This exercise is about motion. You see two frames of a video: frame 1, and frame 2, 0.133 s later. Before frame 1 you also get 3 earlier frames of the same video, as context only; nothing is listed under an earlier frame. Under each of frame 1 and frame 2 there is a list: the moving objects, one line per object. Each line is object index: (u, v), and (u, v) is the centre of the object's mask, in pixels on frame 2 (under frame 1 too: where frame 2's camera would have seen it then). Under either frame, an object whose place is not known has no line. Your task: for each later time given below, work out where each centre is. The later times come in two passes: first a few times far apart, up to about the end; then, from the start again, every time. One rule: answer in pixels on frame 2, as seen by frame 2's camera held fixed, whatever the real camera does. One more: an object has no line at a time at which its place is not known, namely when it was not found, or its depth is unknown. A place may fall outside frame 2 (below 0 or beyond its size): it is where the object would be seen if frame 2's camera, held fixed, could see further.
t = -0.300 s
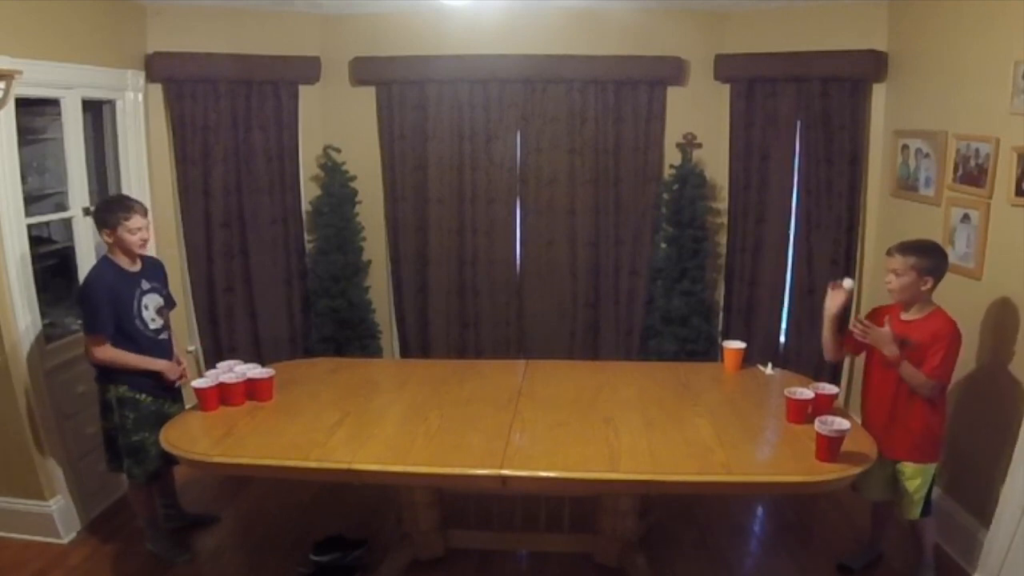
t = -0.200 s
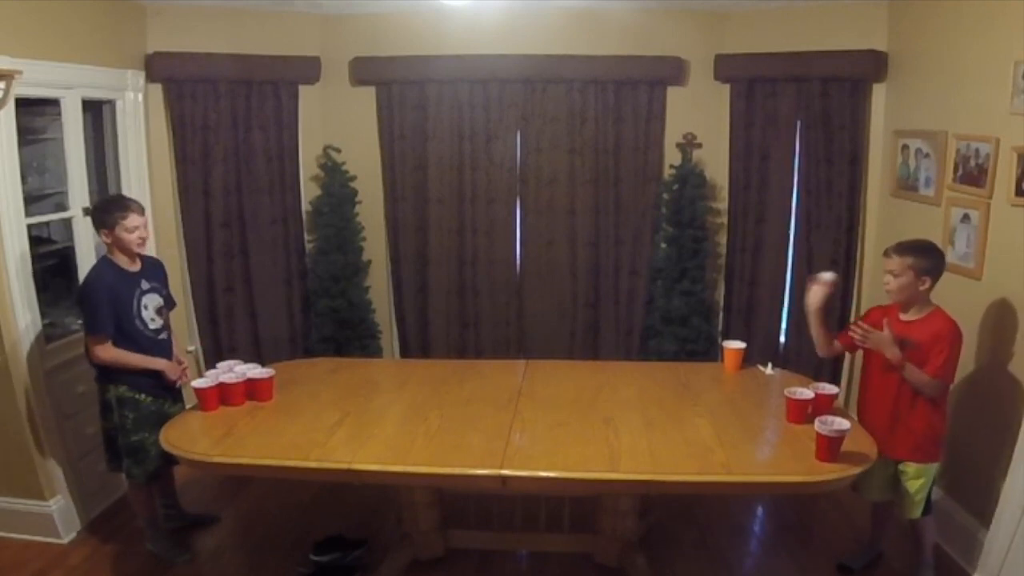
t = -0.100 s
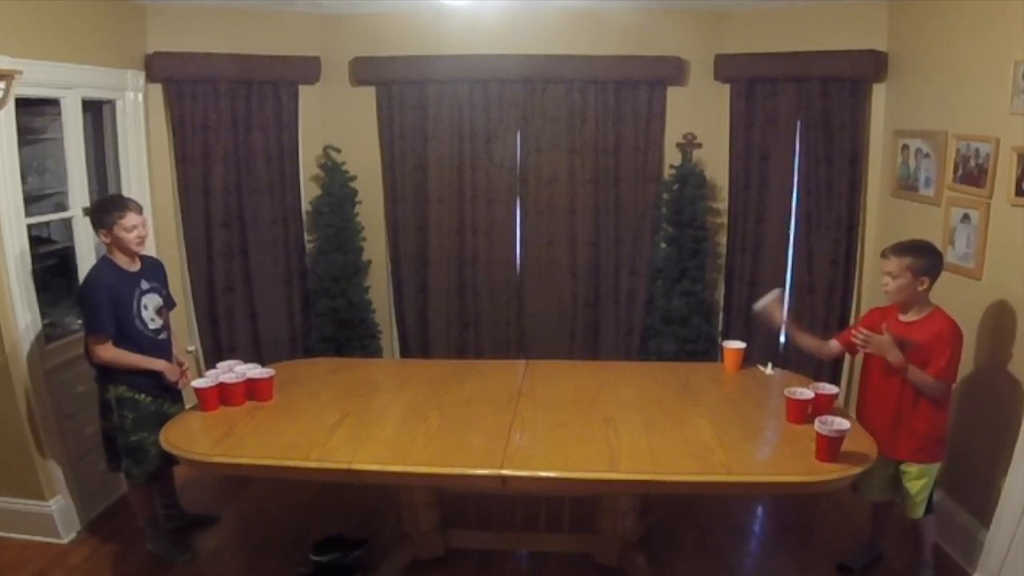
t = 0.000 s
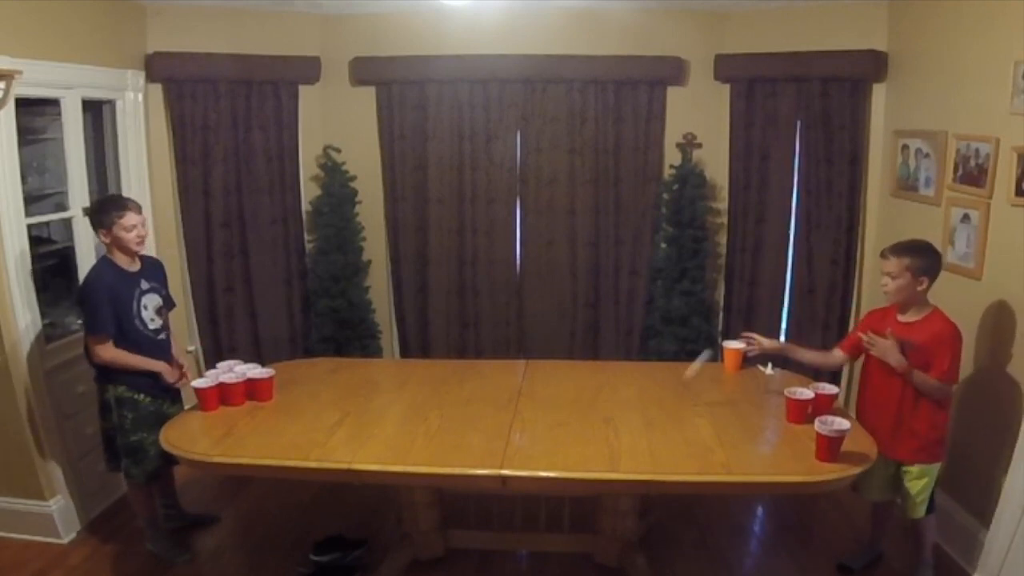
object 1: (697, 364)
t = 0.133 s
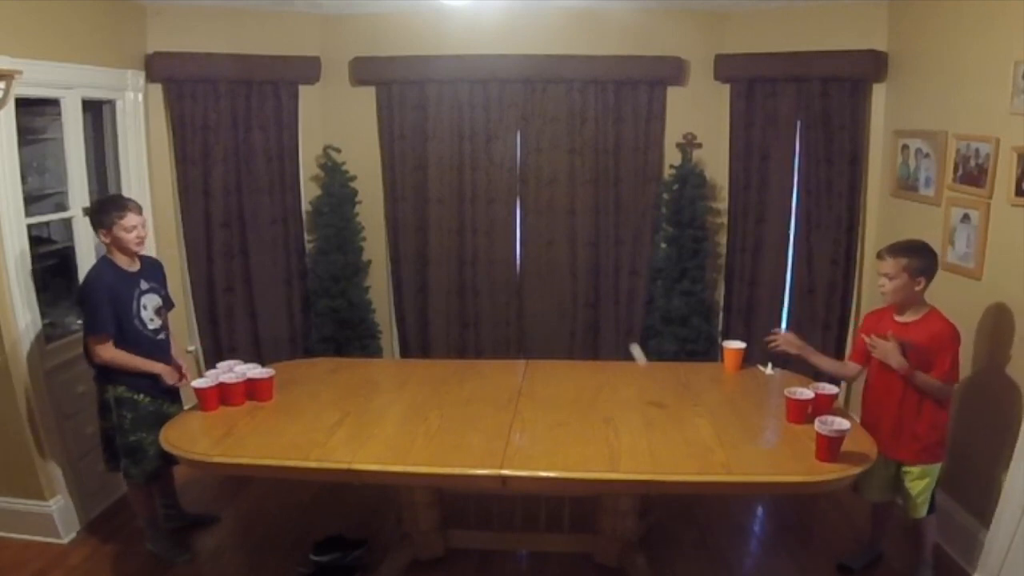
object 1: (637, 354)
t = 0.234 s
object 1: (606, 313)
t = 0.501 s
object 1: (519, 332)
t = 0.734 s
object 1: (451, 357)
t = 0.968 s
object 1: (385, 334)
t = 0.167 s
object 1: (628, 339)
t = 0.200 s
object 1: (617, 325)
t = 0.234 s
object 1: (606, 313)
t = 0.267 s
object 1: (595, 306)
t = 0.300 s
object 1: (584, 300)
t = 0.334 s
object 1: (573, 299)
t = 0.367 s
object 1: (562, 300)
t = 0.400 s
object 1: (551, 303)
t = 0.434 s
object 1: (540, 310)
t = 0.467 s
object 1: (529, 320)
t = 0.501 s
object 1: (519, 332)
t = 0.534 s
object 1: (508, 347)
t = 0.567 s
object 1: (499, 363)
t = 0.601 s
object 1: (490, 383)
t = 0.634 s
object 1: (483, 401)
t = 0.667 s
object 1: (472, 391)
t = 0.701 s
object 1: (462, 372)
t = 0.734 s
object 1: (451, 357)
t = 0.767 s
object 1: (442, 347)
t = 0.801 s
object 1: (432, 337)
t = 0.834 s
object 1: (422, 331)
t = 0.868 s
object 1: (412, 327)
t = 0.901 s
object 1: (403, 327)
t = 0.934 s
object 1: (394, 329)
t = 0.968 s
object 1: (385, 334)
